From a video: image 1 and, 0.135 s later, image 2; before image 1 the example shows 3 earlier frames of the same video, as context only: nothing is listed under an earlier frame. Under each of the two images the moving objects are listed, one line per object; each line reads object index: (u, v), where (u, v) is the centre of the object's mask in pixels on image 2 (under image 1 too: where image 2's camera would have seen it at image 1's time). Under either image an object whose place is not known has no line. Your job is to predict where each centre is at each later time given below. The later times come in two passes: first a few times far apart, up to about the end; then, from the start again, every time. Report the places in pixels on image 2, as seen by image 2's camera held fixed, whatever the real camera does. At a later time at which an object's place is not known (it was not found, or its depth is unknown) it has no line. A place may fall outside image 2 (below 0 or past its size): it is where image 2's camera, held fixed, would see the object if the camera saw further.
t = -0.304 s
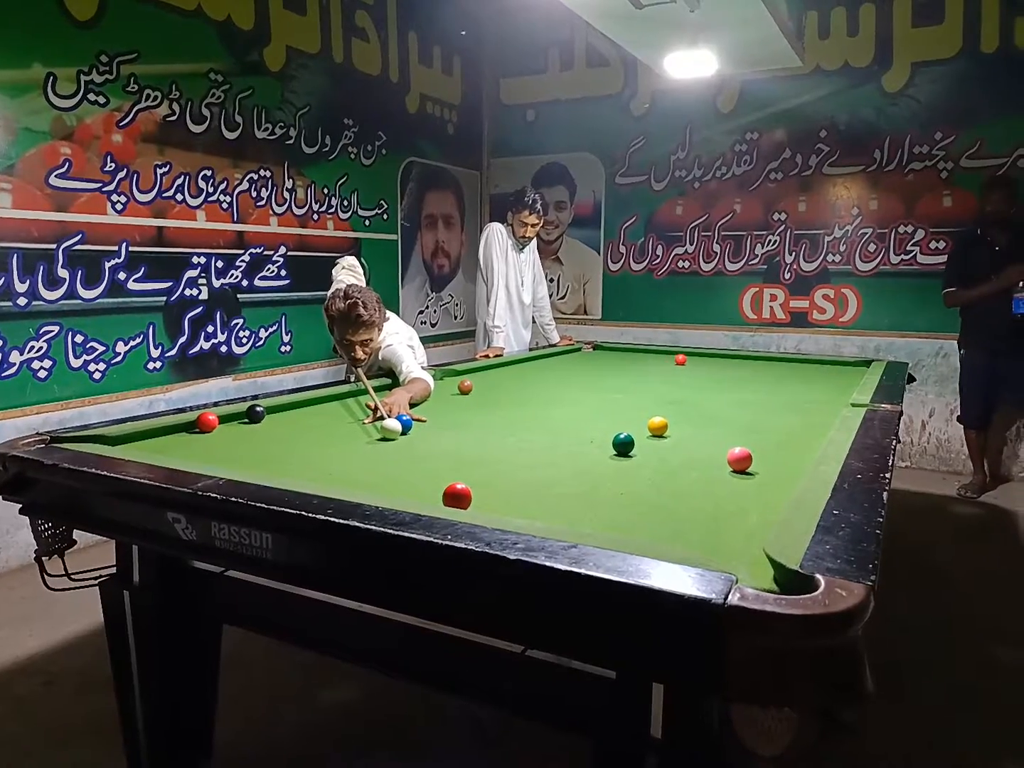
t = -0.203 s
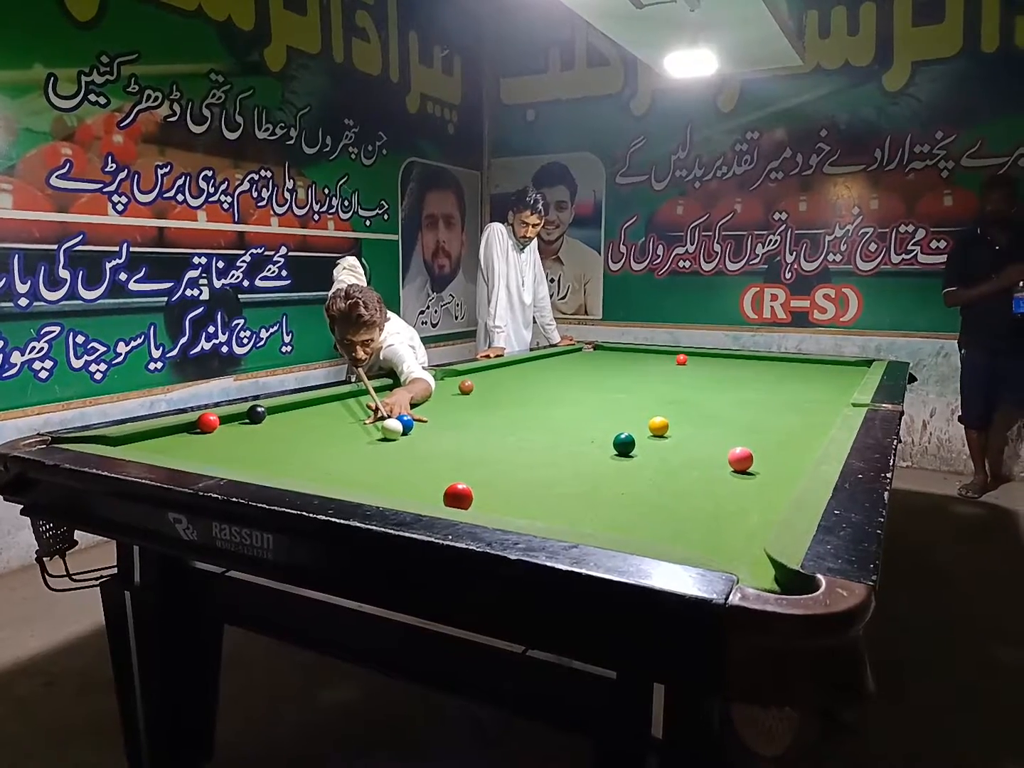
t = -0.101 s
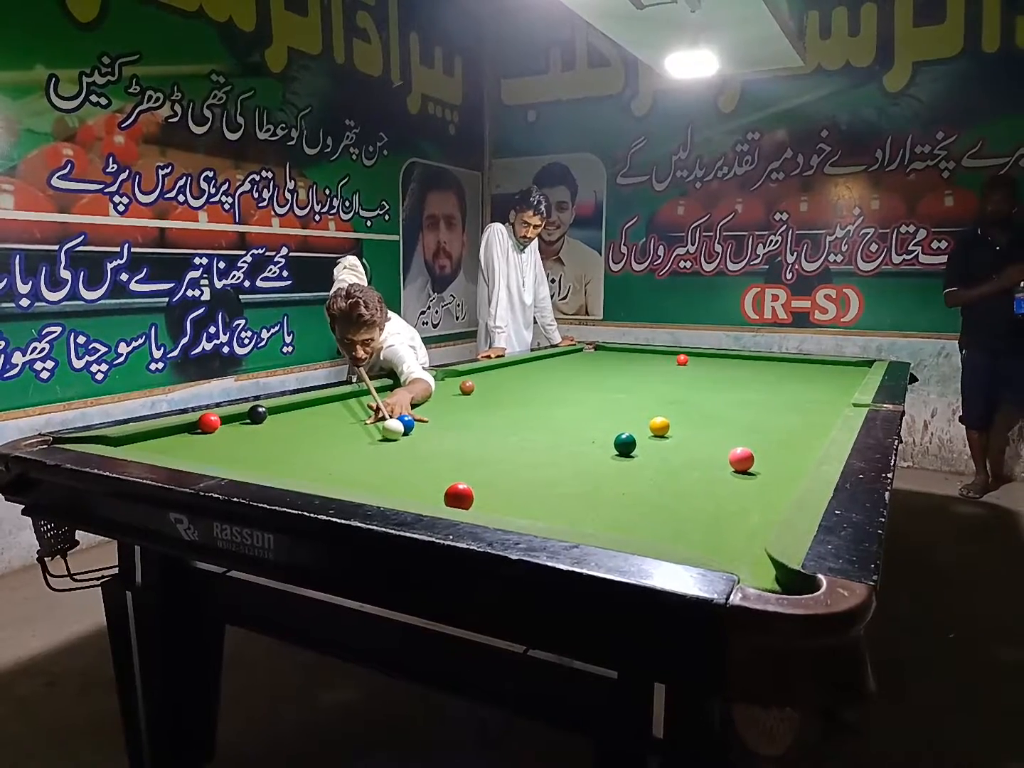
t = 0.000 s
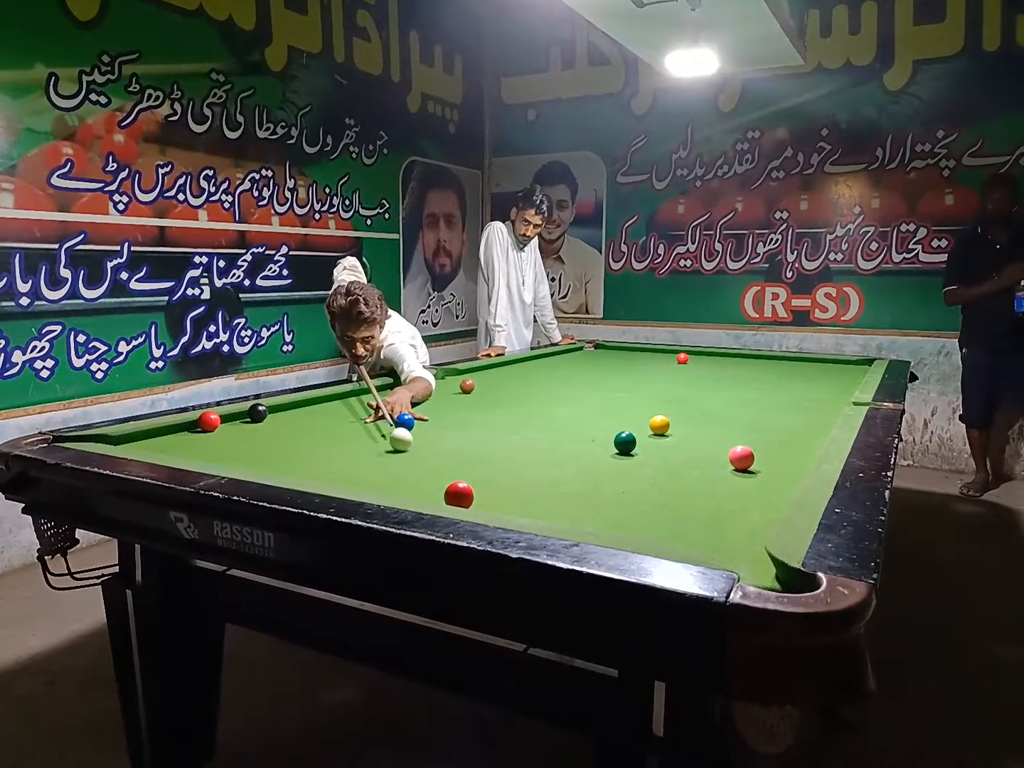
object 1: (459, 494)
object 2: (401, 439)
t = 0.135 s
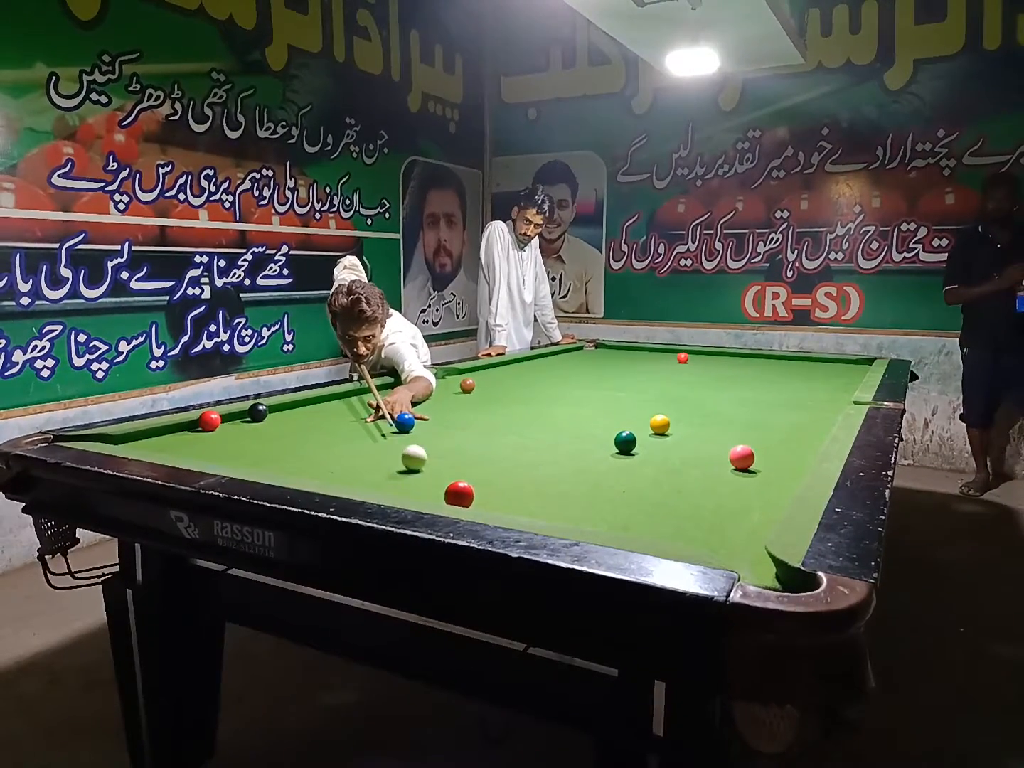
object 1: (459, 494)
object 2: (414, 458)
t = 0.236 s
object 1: (459, 494)
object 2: (426, 475)
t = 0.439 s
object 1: (502, 503)
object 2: (426, 491)
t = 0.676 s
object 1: (578, 520)
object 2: (474, 478)
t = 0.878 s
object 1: (644, 532)
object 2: (507, 465)
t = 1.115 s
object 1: (720, 547)
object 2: (538, 453)
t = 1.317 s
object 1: (734, 554)
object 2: (559, 445)
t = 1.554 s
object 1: (710, 547)
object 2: (579, 437)
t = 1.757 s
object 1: (713, 546)
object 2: (593, 431)
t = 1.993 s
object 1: (716, 546)
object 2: (606, 426)
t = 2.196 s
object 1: (714, 546)
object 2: (616, 421)
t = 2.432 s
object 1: (715, 546)
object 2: (623, 417)
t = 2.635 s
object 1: (714, 546)
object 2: (628, 414)
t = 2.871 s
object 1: (714, 546)
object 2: (633, 412)
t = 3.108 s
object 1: (714, 546)
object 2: (638, 409)
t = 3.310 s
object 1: (715, 546)
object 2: (640, 408)
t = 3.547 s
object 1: (715, 546)
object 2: (642, 407)
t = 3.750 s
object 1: (714, 546)
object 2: (643, 406)
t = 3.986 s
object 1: (714, 546)
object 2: (643, 406)
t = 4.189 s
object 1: (714, 546)
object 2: (642, 406)
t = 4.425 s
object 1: (715, 546)
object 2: (643, 406)
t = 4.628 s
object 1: (714, 546)
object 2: (642, 406)
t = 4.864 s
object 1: (714, 546)
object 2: (642, 406)
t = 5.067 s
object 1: (714, 546)
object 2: (642, 406)
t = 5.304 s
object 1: (715, 546)
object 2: (642, 406)
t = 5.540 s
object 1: (714, 546)
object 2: (642, 406)
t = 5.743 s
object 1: (714, 546)
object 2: (642, 406)
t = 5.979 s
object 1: (714, 546)
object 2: (642, 406)
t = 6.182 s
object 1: (714, 546)
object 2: (643, 406)
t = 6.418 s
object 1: (714, 546)
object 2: (642, 406)
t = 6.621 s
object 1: (714, 546)
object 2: (642, 407)
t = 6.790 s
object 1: (714, 547)
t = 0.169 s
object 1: (460, 494)
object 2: (418, 463)
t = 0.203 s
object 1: (459, 494)
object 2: (421, 469)
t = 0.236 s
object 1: (459, 494)
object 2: (426, 475)
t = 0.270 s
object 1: (459, 494)
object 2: (430, 481)
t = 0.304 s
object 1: (459, 494)
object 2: (434, 487)
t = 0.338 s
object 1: (468, 496)
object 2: (431, 490)
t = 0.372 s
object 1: (481, 499)
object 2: (423, 491)
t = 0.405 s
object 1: (492, 501)
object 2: (419, 492)
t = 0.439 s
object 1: (502, 503)
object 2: (426, 491)
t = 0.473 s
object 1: (513, 506)
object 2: (434, 490)
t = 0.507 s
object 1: (523, 508)
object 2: (441, 490)
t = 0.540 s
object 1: (534, 510)
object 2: (449, 488)
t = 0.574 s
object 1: (545, 513)
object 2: (456, 485)
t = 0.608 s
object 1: (556, 515)
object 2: (462, 482)
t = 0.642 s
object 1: (567, 517)
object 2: (468, 480)
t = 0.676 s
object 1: (578, 520)
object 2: (474, 478)
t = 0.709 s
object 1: (589, 522)
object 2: (480, 475)
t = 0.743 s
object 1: (600, 524)
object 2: (486, 473)
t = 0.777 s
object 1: (611, 527)
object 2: (492, 471)
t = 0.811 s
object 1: (622, 529)
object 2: (497, 469)
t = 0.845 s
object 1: (634, 530)
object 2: (502, 467)
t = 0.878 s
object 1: (644, 532)
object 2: (507, 465)
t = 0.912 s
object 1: (655, 534)
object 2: (512, 463)
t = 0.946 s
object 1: (666, 536)
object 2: (517, 462)
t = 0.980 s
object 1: (677, 537)
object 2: (521, 460)
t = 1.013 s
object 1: (687, 539)
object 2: (525, 458)
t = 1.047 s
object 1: (698, 541)
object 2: (529, 457)
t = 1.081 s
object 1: (709, 544)
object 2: (534, 455)
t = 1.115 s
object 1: (720, 547)
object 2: (538, 453)
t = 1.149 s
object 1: (730, 551)
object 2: (542, 452)
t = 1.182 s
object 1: (740, 554)
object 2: (545, 451)
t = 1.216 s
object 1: (748, 556)
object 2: (549, 449)
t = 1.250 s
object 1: (743, 555)
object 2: (552, 448)
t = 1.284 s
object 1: (739, 555)
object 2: (555, 446)
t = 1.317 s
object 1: (734, 554)
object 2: (559, 445)
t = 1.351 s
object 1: (730, 553)
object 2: (562, 444)
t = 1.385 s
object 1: (725, 551)
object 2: (565, 443)
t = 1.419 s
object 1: (721, 550)
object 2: (568, 442)
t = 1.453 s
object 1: (716, 549)
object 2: (571, 440)
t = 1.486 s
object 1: (712, 548)
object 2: (574, 439)
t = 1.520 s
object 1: (710, 548)
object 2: (576, 438)
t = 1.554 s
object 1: (710, 547)
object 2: (579, 437)
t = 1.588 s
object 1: (710, 547)
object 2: (581, 436)
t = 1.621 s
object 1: (711, 547)
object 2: (584, 435)
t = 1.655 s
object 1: (712, 547)
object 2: (586, 434)
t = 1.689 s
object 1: (712, 547)
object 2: (588, 433)
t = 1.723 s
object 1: (713, 547)
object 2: (591, 432)
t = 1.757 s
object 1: (713, 546)
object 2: (593, 431)
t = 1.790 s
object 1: (714, 546)
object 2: (595, 430)
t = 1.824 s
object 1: (715, 547)
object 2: (597, 430)
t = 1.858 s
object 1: (715, 546)
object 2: (599, 429)
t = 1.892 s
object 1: (716, 546)
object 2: (601, 428)
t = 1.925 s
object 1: (716, 546)
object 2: (603, 427)
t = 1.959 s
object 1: (716, 546)
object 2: (605, 426)
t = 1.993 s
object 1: (716, 546)
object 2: (606, 426)
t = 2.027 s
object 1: (716, 547)
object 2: (608, 425)
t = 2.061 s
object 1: (715, 546)
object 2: (610, 424)
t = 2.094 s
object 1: (715, 546)
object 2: (611, 423)
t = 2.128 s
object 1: (714, 546)
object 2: (613, 423)
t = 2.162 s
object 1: (714, 546)
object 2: (614, 422)
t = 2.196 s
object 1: (714, 546)
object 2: (616, 421)
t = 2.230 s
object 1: (714, 546)
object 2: (617, 421)
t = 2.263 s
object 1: (714, 546)
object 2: (618, 420)
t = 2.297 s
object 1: (714, 546)
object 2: (619, 420)
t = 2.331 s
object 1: (715, 546)
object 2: (620, 419)
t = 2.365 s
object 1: (715, 546)
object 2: (621, 419)
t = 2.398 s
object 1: (714, 546)
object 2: (622, 418)
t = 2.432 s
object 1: (715, 546)
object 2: (623, 417)
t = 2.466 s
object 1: (715, 547)
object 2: (624, 417)
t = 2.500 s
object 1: (714, 546)
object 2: (625, 416)
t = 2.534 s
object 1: (715, 547)
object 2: (626, 416)
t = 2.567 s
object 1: (714, 546)
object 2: (627, 415)
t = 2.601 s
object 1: (714, 547)
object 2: (627, 415)
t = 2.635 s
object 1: (714, 546)
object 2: (628, 414)
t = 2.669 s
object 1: (714, 546)
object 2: (629, 414)
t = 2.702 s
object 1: (715, 546)
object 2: (630, 414)
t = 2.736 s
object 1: (714, 547)
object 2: (630, 413)
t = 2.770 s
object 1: (714, 546)
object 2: (631, 413)
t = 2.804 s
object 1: (714, 547)
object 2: (632, 412)
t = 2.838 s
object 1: (714, 546)
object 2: (633, 412)
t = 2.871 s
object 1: (714, 546)
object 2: (633, 412)
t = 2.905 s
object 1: (714, 546)
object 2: (634, 411)
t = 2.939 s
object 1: (715, 546)
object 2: (635, 411)
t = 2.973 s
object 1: (715, 546)
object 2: (635, 411)
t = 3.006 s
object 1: (714, 546)
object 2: (636, 410)
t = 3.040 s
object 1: (714, 546)
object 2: (636, 410)
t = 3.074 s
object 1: (715, 546)
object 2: (637, 410)
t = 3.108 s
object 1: (714, 546)
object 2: (638, 409)
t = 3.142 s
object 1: (715, 546)
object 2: (638, 409)
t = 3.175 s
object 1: (715, 546)
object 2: (638, 409)
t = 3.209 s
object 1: (715, 546)
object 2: (639, 409)
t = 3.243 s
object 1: (714, 546)
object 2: (639, 409)
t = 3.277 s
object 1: (715, 546)
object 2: (640, 408)
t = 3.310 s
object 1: (715, 546)
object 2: (640, 408)
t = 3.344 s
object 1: (714, 546)
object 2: (641, 408)
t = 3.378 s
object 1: (715, 546)
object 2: (641, 408)
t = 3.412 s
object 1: (715, 546)
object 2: (641, 408)
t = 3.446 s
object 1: (715, 546)
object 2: (642, 407)
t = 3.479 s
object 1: (715, 546)
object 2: (642, 407)
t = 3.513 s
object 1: (715, 546)
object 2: (642, 407)
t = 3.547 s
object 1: (715, 546)
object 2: (642, 407)
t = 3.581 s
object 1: (715, 546)
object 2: (642, 407)
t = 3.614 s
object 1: (715, 546)
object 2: (642, 407)
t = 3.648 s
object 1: (715, 546)
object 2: (643, 407)
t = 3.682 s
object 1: (714, 546)
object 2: (643, 407)
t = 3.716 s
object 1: (714, 546)
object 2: (643, 406)
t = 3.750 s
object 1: (714, 546)
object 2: (643, 406)
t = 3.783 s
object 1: (715, 546)
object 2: (643, 406)
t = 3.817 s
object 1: (714, 546)
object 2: (643, 406)
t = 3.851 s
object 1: (714, 546)
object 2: (643, 406)
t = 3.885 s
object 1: (715, 546)
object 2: (643, 406)
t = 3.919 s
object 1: (714, 546)
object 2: (643, 406)
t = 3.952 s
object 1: (714, 546)
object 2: (643, 406)
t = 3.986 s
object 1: (714, 546)
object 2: (643, 406)
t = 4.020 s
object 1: (714, 546)
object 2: (643, 406)
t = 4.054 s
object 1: (714, 546)
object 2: (643, 406)
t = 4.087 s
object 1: (714, 546)
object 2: (642, 406)
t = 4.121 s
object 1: (714, 546)
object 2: (642, 406)
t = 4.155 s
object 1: (715, 546)
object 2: (642, 406)
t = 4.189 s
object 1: (714, 546)
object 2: (642, 406)
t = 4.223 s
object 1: (714, 546)
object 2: (642, 406)
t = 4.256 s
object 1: (714, 546)
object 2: (642, 406)
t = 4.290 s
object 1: (714, 546)
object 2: (642, 406)
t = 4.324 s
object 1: (714, 546)
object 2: (642, 406)
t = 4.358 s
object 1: (714, 546)
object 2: (642, 406)
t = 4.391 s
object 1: (715, 546)
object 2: (643, 406)
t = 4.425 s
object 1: (715, 546)
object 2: (643, 406)
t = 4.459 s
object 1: (714, 546)
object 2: (643, 406)
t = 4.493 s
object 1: (715, 546)
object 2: (642, 406)
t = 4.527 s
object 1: (714, 546)
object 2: (642, 406)
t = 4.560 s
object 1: (714, 546)
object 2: (642, 406)
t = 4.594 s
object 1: (714, 546)
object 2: (642, 406)
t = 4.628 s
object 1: (714, 546)
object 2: (642, 406)
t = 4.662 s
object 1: (714, 546)
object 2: (642, 406)
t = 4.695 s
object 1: (714, 546)
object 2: (642, 406)
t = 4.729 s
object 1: (714, 546)
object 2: (642, 406)
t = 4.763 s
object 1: (714, 546)
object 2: (642, 406)
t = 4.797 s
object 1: (714, 546)
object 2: (642, 406)
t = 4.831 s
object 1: (714, 546)
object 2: (642, 406)
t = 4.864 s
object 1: (714, 546)
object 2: (642, 406)
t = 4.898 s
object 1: (714, 546)
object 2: (642, 406)
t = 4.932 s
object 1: (714, 546)
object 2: (642, 406)
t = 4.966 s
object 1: (714, 546)
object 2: (642, 406)
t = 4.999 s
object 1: (714, 546)
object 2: (642, 406)
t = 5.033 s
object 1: (714, 546)
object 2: (642, 406)
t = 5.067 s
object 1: (714, 546)
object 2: (642, 406)
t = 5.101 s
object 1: (714, 546)
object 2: (643, 406)
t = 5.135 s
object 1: (714, 546)
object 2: (642, 406)
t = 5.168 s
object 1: (714, 546)
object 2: (642, 406)
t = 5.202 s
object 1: (714, 546)
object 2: (642, 406)
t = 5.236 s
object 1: (714, 546)
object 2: (642, 407)
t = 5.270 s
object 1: (714, 546)
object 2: (643, 406)
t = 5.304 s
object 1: (715, 546)
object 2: (642, 406)
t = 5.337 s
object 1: (714, 546)
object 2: (642, 407)
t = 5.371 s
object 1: (715, 546)
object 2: (642, 406)
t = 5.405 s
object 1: (714, 546)
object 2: (642, 406)
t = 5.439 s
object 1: (714, 546)
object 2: (642, 406)
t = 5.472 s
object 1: (714, 546)
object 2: (642, 406)
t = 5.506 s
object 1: (714, 546)
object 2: (642, 407)
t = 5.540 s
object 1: (714, 546)
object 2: (642, 406)
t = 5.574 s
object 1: (714, 546)
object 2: (642, 406)
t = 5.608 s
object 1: (714, 546)
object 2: (642, 406)
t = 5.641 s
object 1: (715, 546)
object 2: (642, 407)
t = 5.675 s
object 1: (714, 546)
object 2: (642, 406)
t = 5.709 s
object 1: (714, 546)
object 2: (642, 406)
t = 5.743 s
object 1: (714, 546)
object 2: (642, 406)
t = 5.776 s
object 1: (714, 546)
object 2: (642, 406)
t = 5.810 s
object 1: (714, 546)
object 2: (642, 406)
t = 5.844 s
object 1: (714, 546)
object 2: (642, 406)
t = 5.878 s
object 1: (714, 546)
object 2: (642, 406)
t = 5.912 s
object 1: (714, 546)
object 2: (642, 406)
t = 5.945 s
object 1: (714, 546)
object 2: (643, 406)
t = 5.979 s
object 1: (714, 546)
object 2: (642, 406)
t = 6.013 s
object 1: (714, 546)
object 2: (642, 406)
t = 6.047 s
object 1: (714, 546)
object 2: (642, 406)
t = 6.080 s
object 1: (714, 546)
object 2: (642, 406)
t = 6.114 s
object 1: (714, 546)
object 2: (642, 406)
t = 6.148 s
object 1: (714, 546)
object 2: (642, 406)
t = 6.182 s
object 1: (714, 546)
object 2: (643, 406)
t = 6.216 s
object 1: (714, 546)
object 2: (642, 406)
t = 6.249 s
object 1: (714, 546)
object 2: (642, 406)
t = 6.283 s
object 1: (714, 546)
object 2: (642, 406)
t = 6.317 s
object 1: (714, 546)
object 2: (642, 406)
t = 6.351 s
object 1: (714, 546)
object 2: (643, 406)
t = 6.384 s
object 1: (714, 546)
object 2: (642, 406)
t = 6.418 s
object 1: (714, 546)
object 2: (642, 406)
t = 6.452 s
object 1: (714, 546)
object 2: (642, 406)
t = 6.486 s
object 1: (714, 546)
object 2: (643, 406)
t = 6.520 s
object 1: (714, 546)
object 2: (642, 407)
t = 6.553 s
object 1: (714, 546)
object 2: (642, 406)
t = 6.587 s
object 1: (714, 546)
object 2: (642, 406)
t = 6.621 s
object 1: (714, 546)
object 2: (642, 407)
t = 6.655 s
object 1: (715, 546)
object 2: (642, 406)
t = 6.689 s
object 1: (715, 546)
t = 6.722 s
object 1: (714, 546)
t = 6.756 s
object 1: (715, 546)
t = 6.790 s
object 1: (714, 547)
